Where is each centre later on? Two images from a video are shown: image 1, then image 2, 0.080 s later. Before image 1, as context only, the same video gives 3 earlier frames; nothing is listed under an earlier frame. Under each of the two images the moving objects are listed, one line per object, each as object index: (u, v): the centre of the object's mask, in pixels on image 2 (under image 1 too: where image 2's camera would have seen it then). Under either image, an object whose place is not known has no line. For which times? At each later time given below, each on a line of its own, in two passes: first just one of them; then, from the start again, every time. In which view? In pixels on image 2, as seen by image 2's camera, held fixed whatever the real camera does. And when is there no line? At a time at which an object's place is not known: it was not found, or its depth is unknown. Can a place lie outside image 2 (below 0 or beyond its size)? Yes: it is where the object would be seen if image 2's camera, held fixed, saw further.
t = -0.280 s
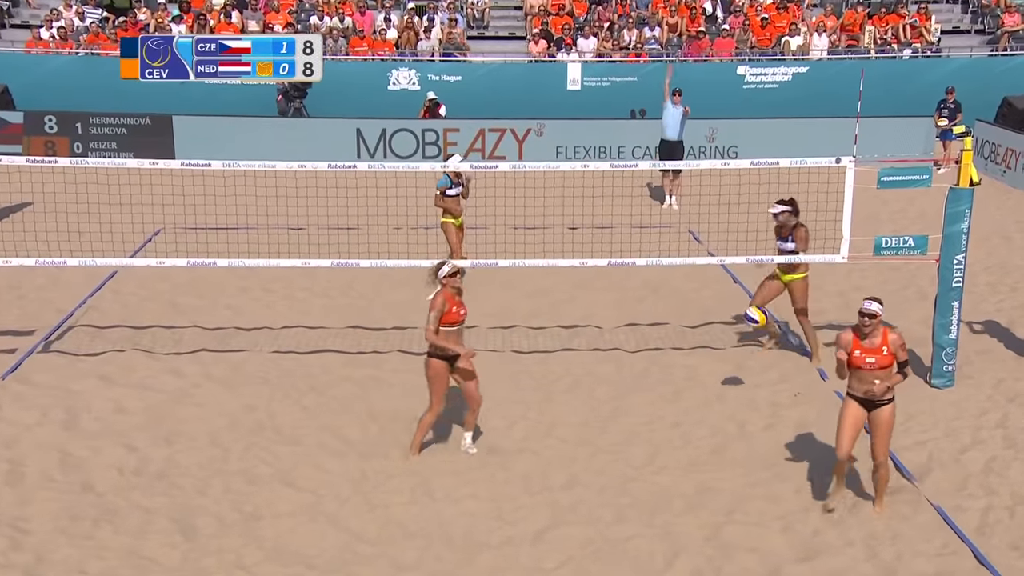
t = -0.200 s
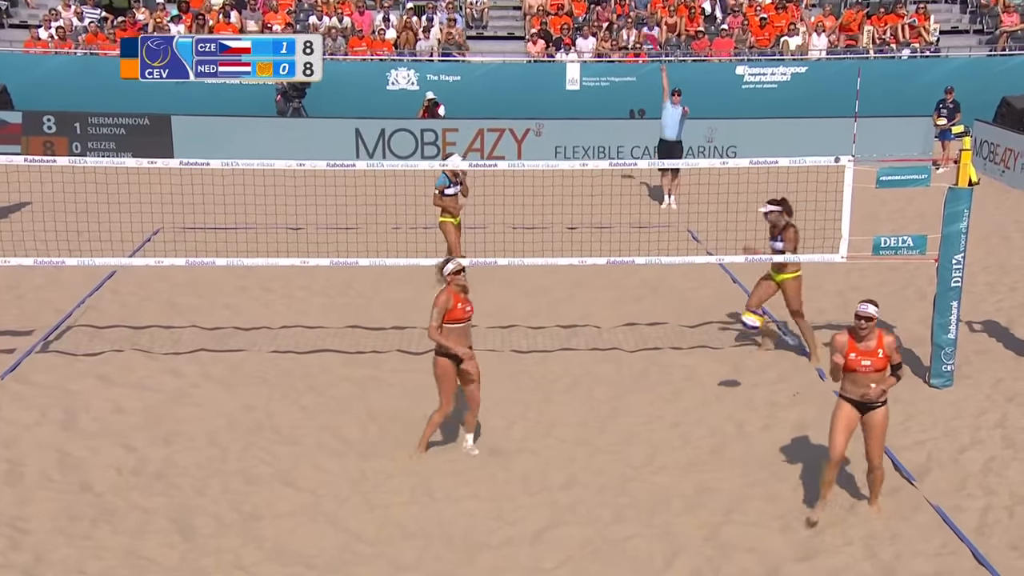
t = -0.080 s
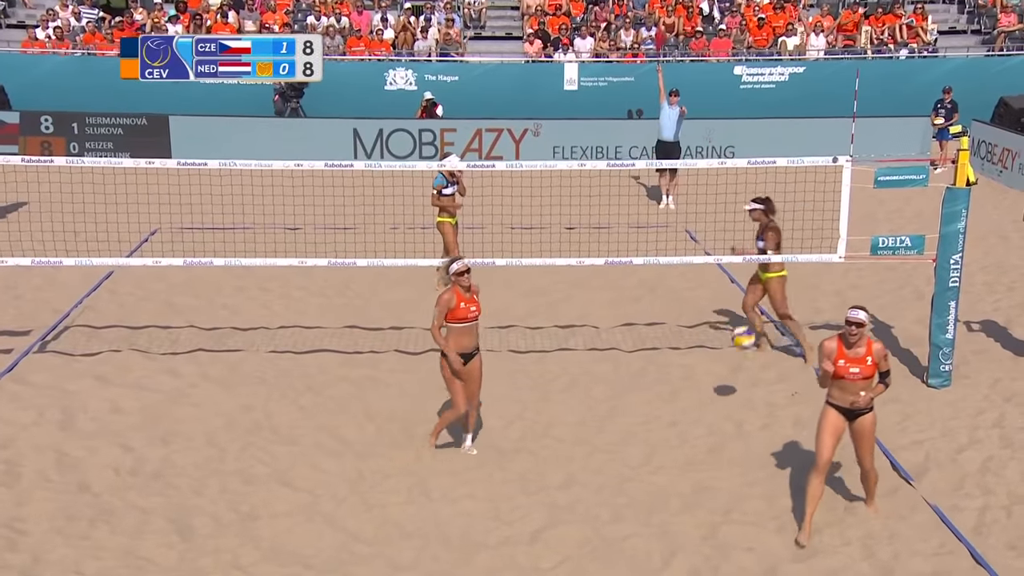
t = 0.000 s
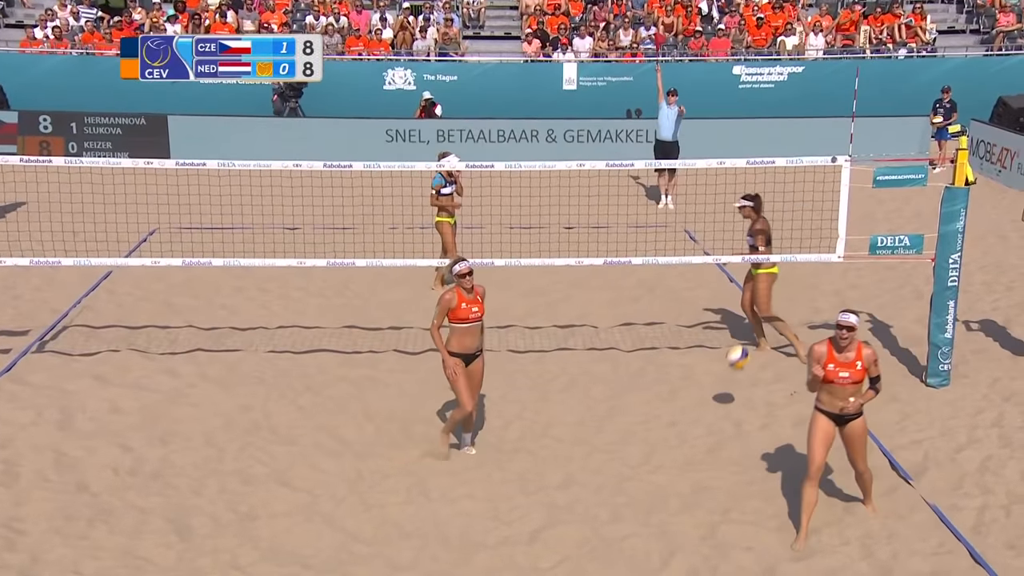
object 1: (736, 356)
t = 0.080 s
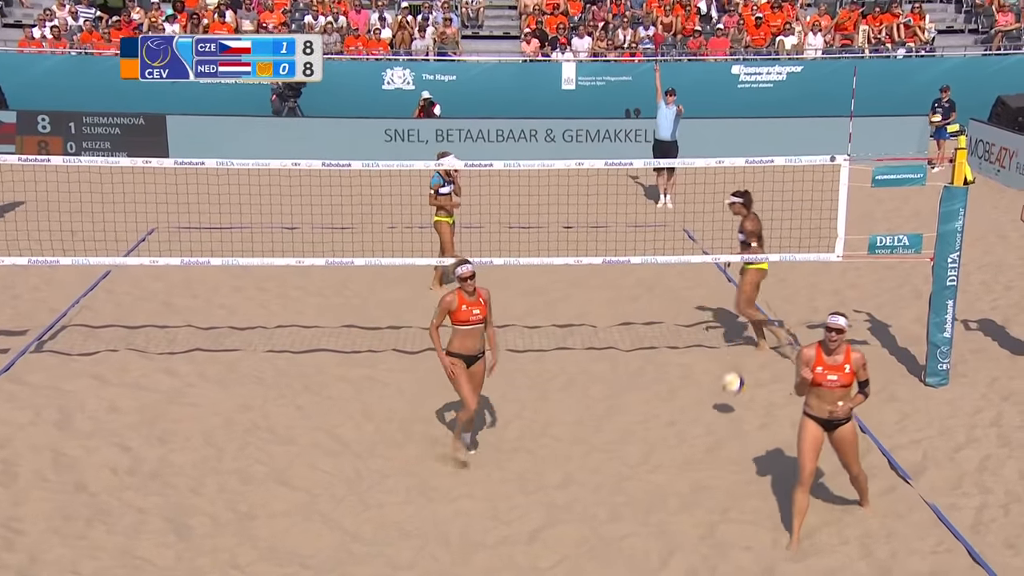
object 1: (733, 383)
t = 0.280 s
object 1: (739, 407)
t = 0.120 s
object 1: (730, 399)
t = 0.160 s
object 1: (728, 415)
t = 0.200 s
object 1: (731, 413)
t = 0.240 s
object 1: (735, 409)
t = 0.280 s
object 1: (739, 407)
